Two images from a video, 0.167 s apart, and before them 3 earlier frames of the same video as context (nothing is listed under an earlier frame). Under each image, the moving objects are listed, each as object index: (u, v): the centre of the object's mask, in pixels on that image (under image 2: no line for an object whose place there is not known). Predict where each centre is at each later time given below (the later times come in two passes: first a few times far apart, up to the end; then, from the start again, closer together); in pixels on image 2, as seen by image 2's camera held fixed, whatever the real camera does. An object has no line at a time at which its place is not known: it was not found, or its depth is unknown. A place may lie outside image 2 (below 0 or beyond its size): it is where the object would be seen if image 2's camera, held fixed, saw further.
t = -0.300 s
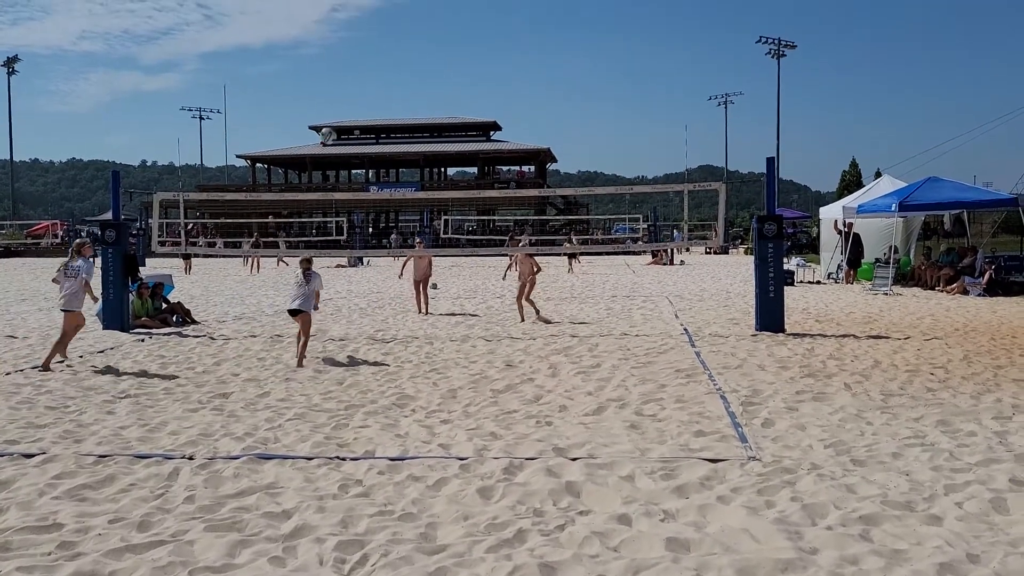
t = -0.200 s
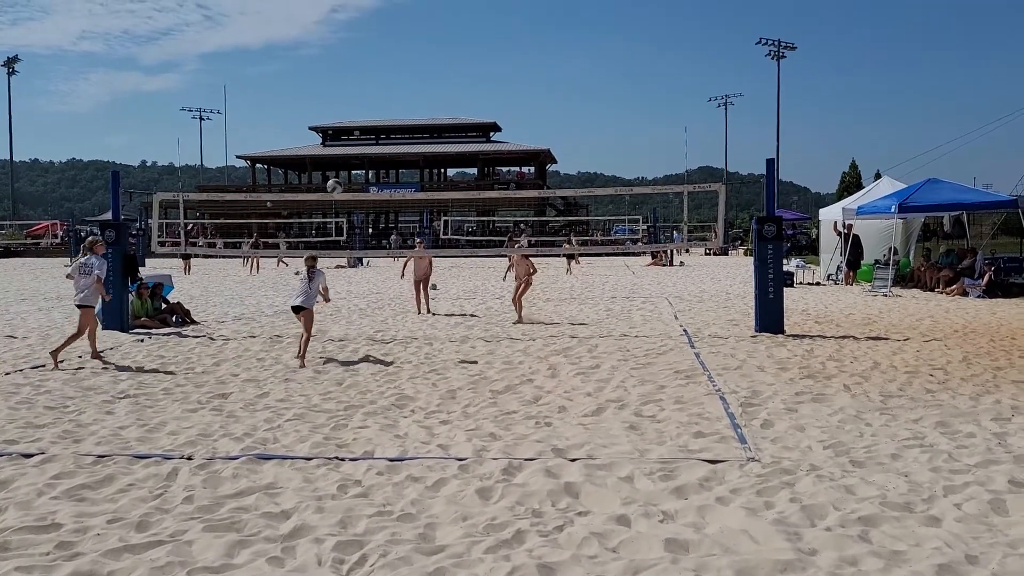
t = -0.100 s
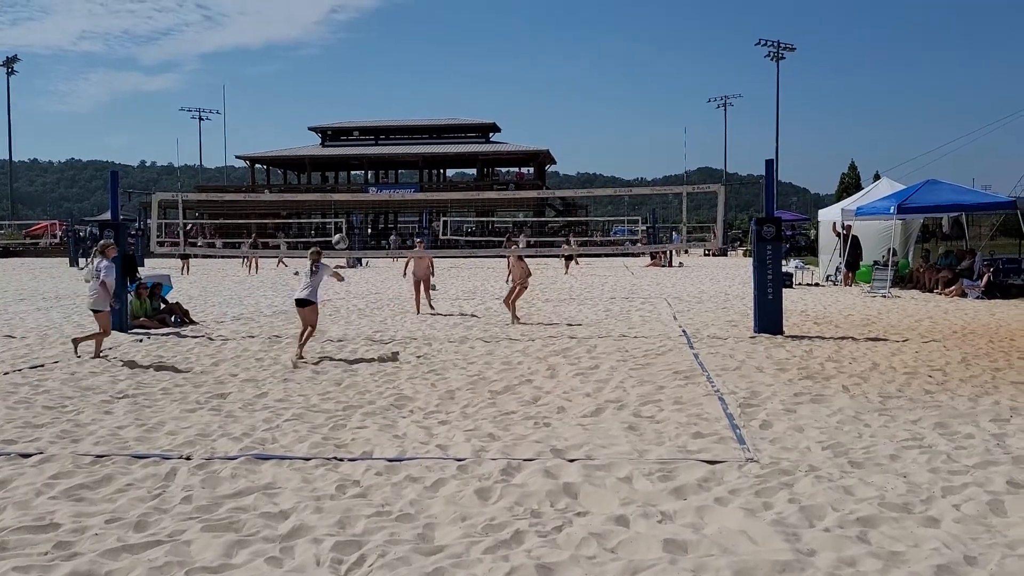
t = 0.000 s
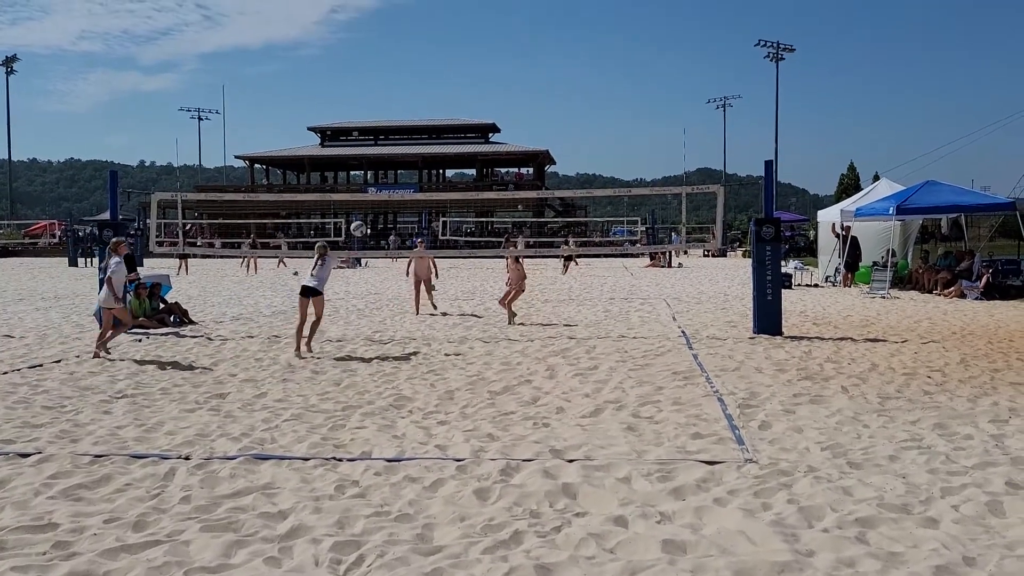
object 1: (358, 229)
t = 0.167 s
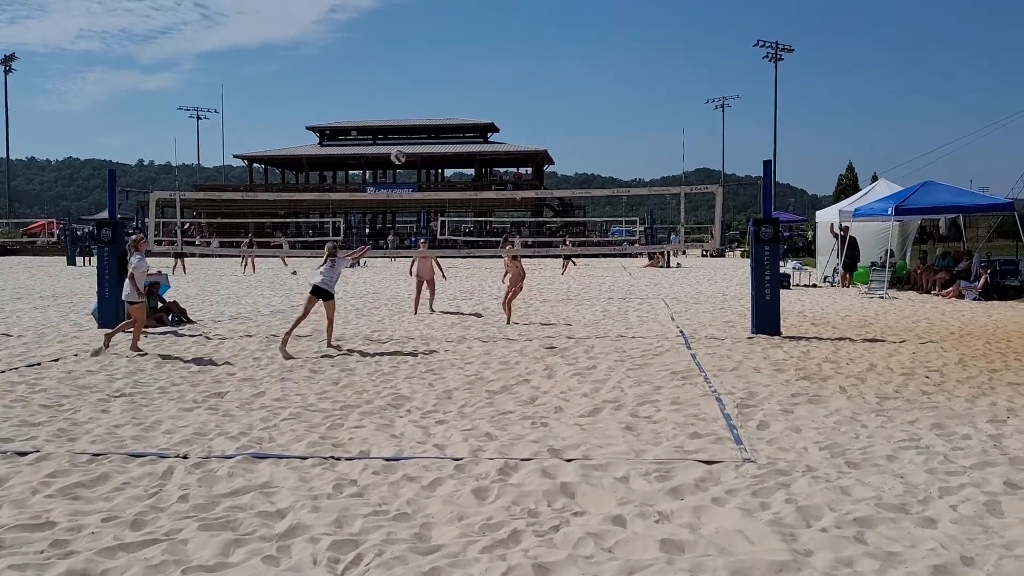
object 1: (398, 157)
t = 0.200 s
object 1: (405, 144)
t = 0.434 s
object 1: (457, 89)
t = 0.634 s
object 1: (496, 73)
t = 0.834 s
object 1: (530, 81)
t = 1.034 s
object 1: (562, 110)
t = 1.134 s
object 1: (576, 131)
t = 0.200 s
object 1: (405, 144)
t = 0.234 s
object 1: (413, 134)
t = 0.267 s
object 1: (421, 125)
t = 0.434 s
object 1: (457, 89)
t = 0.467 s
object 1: (464, 85)
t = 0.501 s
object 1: (471, 81)
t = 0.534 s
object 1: (477, 78)
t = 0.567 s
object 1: (484, 76)
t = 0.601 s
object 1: (490, 74)
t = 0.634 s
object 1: (496, 73)
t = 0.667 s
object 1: (502, 73)
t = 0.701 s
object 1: (508, 73)
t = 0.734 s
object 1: (514, 74)
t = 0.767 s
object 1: (519, 76)
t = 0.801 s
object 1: (525, 78)
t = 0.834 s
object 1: (530, 81)
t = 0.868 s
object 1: (536, 84)
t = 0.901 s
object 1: (542, 88)
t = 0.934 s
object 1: (547, 93)
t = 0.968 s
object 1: (552, 98)
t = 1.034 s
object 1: (562, 110)
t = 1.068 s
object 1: (567, 117)
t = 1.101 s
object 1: (571, 124)
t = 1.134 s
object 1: (576, 131)
